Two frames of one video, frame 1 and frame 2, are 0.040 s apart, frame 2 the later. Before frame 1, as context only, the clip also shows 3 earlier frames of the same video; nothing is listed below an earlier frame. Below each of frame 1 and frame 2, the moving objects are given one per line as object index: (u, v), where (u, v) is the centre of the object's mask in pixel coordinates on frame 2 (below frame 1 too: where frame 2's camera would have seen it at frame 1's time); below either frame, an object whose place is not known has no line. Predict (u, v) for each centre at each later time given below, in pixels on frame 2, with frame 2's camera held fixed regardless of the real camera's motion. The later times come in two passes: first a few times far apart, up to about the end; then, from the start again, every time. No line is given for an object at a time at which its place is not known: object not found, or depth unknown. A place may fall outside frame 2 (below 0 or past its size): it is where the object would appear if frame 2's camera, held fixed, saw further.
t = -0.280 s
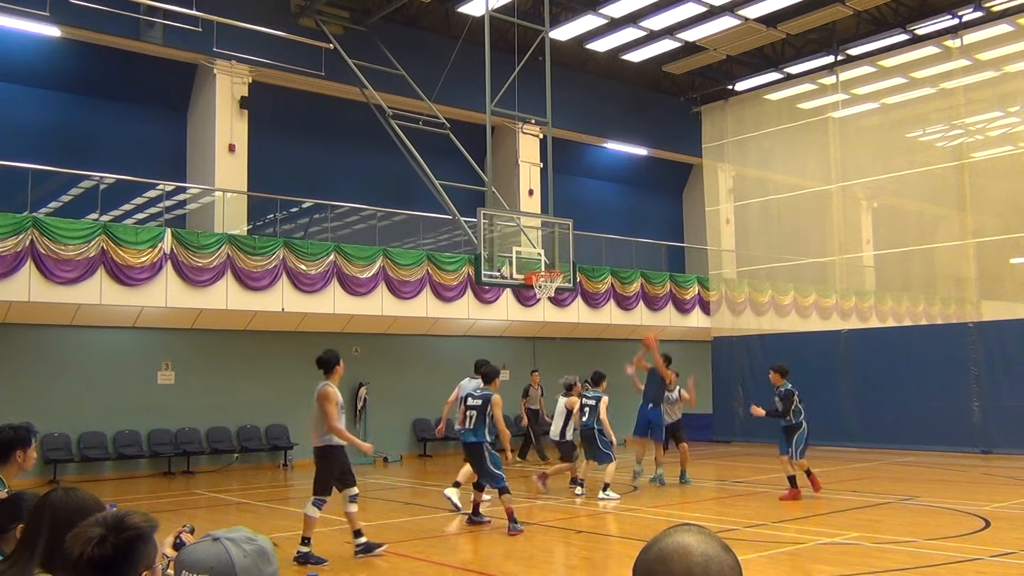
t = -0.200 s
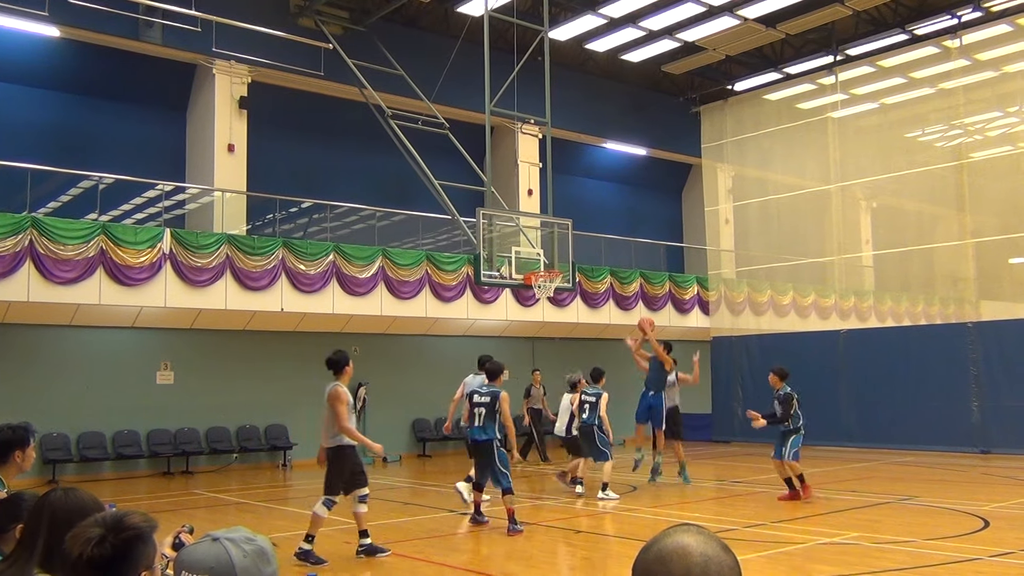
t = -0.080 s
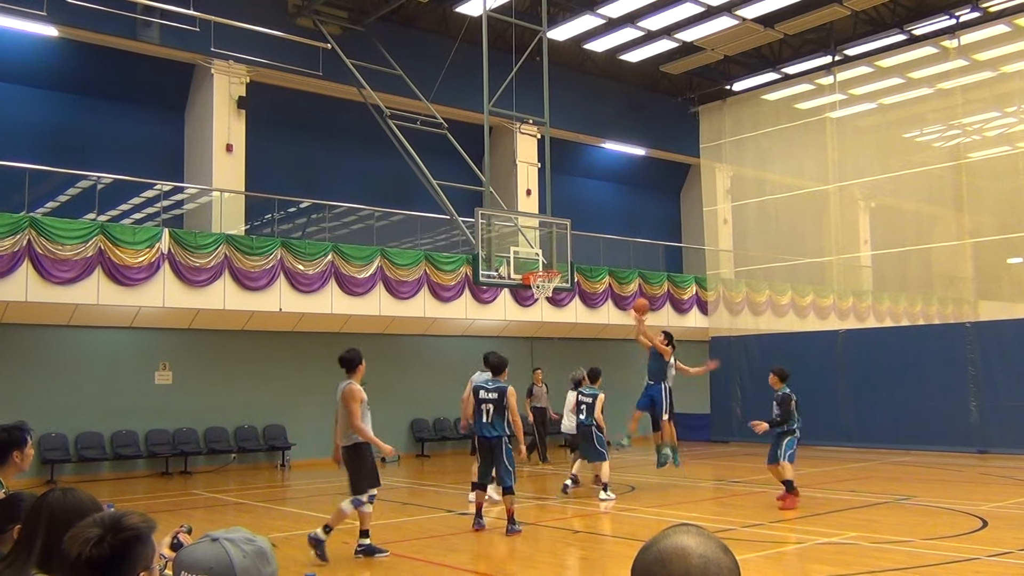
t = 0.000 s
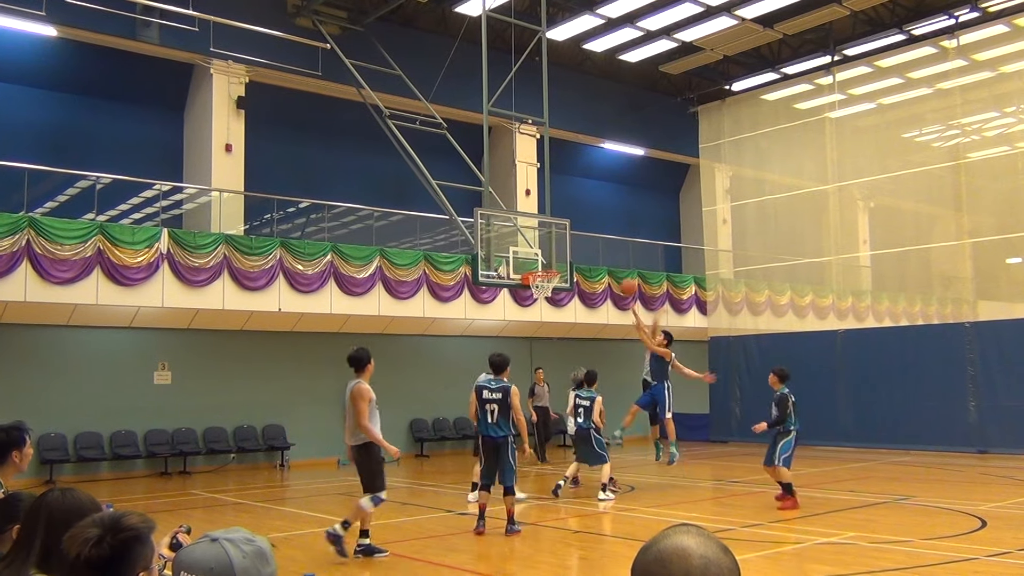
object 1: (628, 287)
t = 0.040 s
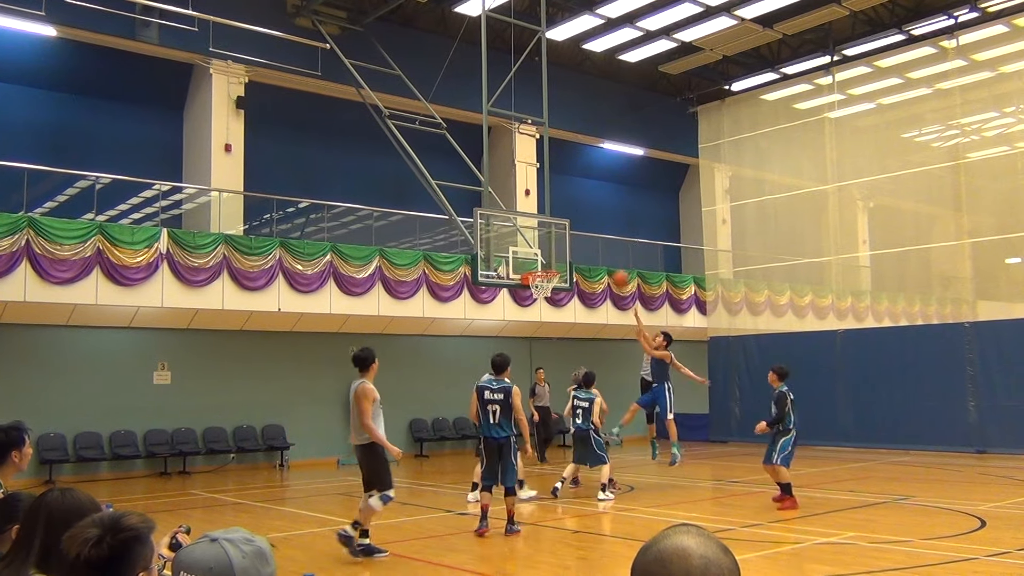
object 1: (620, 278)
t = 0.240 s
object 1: (586, 252)
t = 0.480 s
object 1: (544, 256)
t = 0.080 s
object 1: (614, 271)
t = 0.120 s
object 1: (607, 265)
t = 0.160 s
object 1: (600, 259)
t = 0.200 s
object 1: (593, 256)
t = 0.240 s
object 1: (586, 252)
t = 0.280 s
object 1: (579, 250)
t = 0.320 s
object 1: (572, 249)
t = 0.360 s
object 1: (565, 249)
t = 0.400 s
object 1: (558, 250)
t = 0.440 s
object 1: (552, 252)
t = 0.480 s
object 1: (544, 256)
